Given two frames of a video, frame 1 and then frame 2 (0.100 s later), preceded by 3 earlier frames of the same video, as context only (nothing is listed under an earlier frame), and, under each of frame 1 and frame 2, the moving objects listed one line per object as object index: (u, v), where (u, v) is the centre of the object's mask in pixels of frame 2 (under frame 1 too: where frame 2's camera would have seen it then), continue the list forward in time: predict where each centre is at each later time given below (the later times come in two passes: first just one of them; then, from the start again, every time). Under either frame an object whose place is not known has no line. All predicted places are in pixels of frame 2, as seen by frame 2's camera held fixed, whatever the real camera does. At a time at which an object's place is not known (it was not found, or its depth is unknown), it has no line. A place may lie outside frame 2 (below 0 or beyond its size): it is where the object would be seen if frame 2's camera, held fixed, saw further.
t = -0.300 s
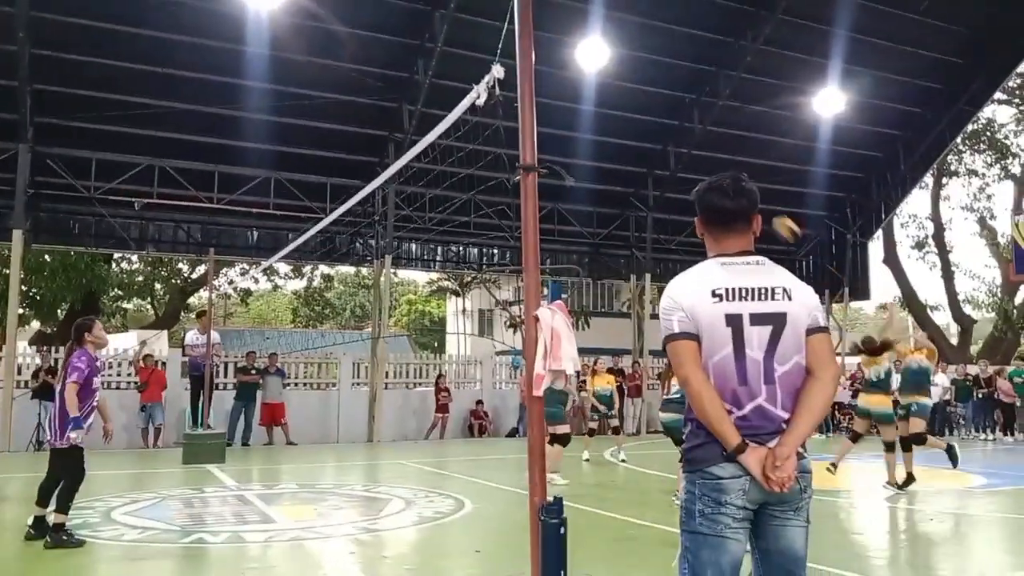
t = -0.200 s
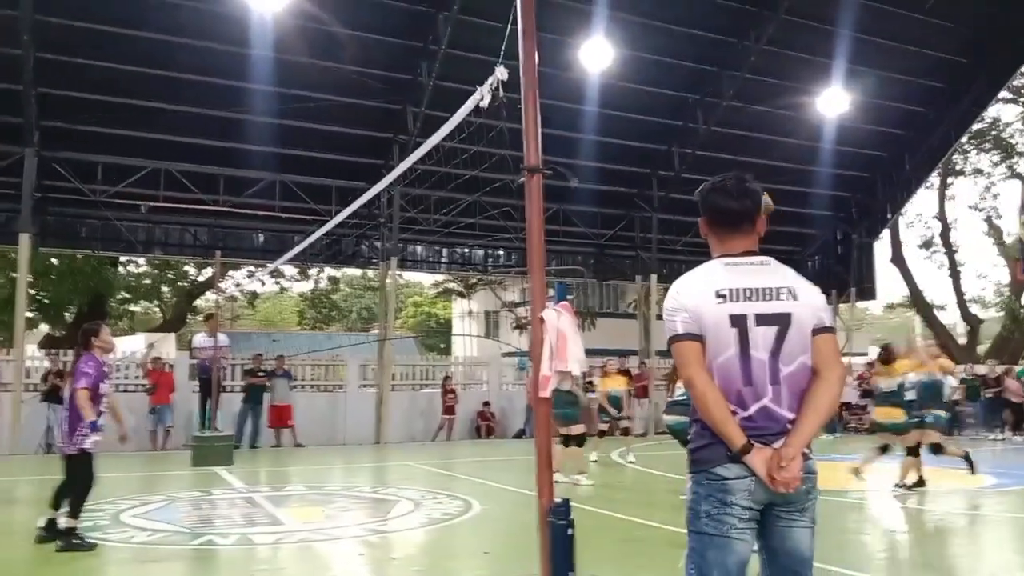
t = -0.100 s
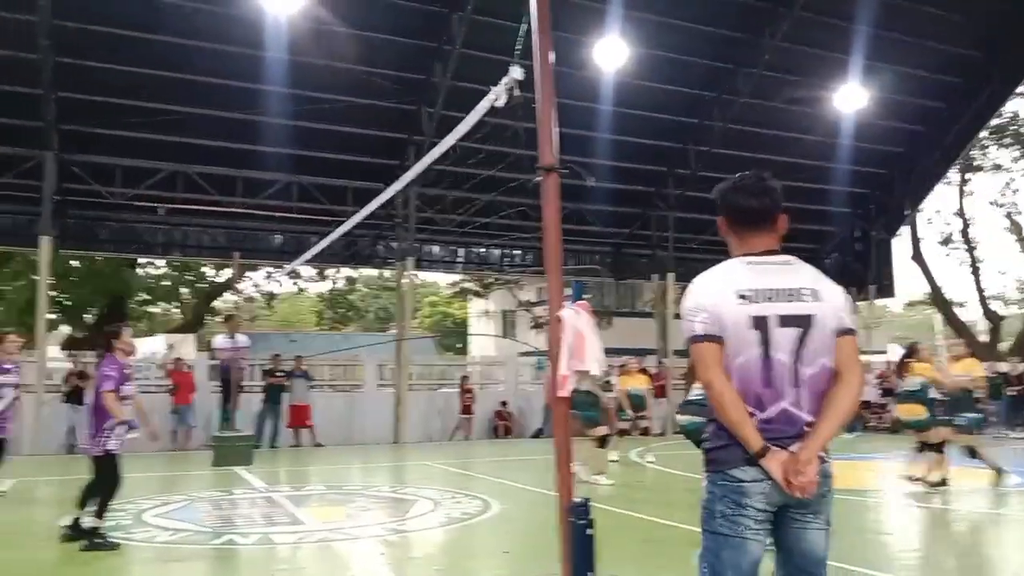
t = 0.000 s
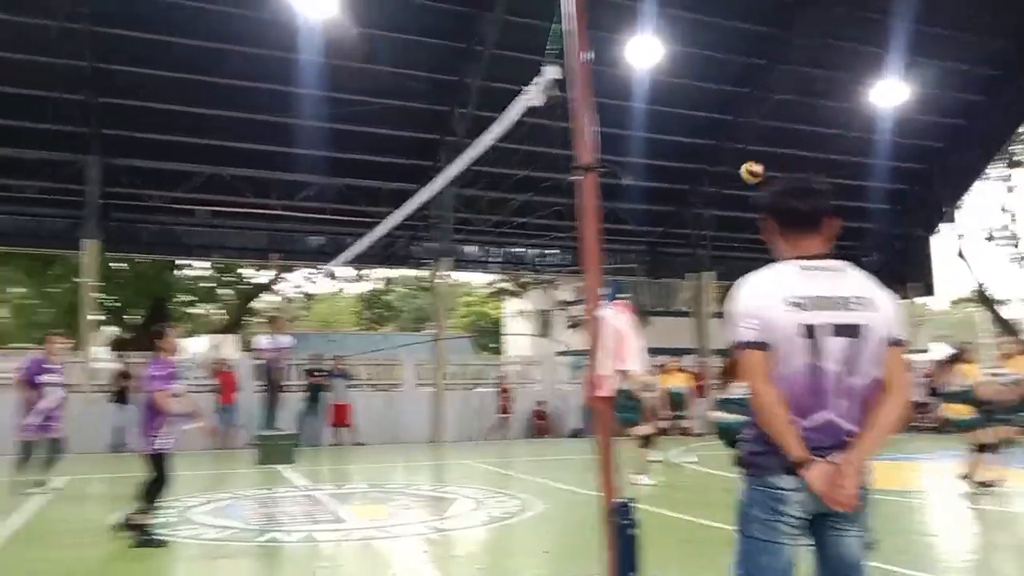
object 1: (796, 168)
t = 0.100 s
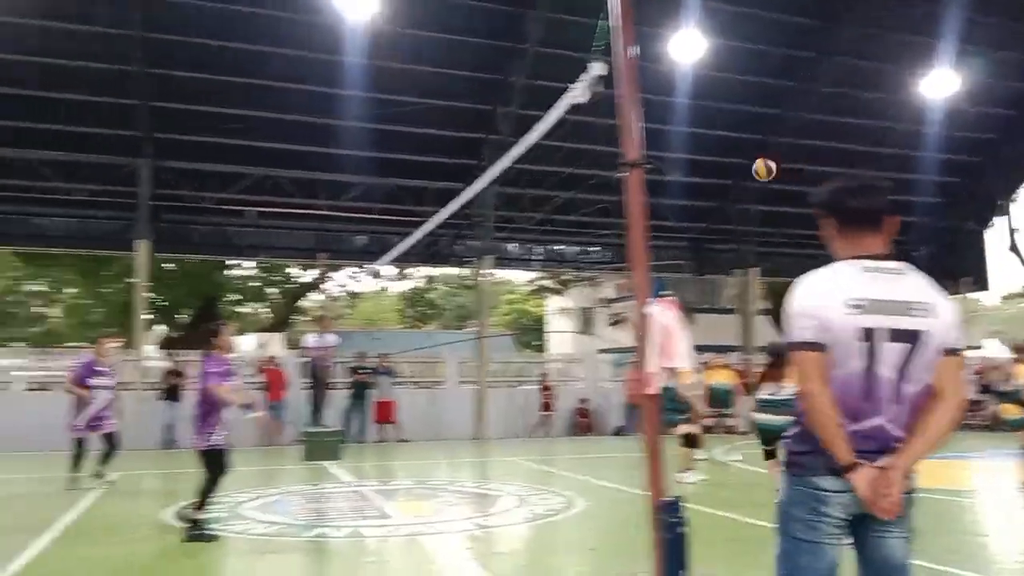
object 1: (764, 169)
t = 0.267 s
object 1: (709, 197)
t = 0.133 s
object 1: (753, 172)
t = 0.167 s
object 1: (741, 177)
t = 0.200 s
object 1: (731, 181)
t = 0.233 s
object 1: (720, 188)
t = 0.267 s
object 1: (709, 197)
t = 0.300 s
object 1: (696, 206)
